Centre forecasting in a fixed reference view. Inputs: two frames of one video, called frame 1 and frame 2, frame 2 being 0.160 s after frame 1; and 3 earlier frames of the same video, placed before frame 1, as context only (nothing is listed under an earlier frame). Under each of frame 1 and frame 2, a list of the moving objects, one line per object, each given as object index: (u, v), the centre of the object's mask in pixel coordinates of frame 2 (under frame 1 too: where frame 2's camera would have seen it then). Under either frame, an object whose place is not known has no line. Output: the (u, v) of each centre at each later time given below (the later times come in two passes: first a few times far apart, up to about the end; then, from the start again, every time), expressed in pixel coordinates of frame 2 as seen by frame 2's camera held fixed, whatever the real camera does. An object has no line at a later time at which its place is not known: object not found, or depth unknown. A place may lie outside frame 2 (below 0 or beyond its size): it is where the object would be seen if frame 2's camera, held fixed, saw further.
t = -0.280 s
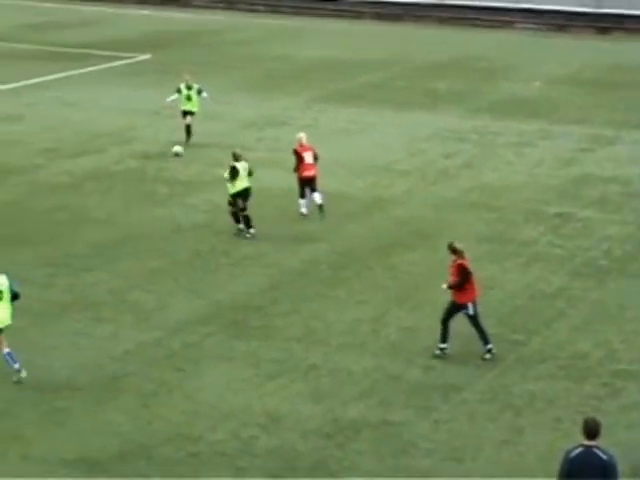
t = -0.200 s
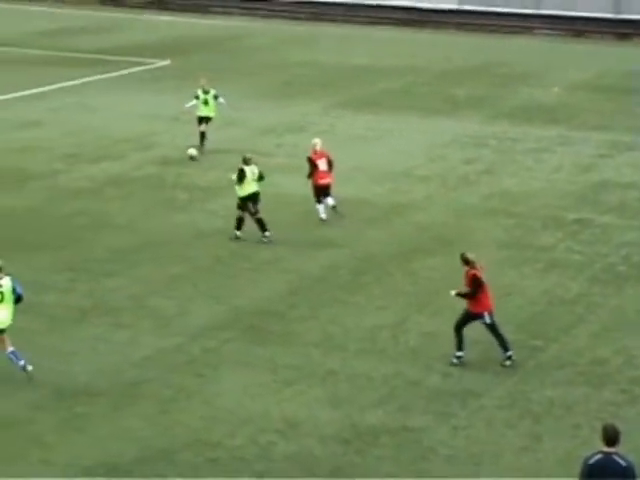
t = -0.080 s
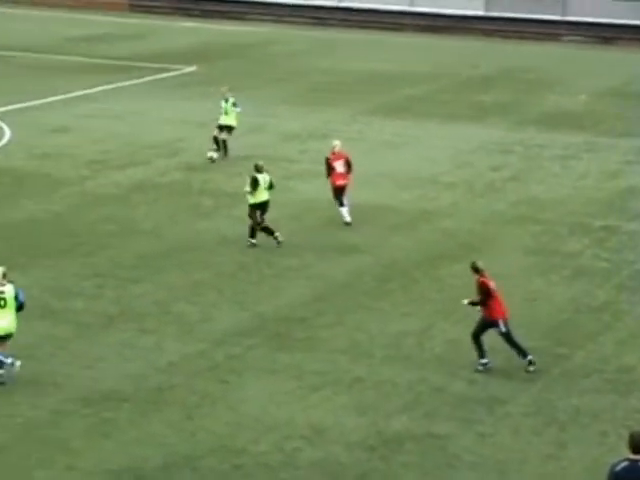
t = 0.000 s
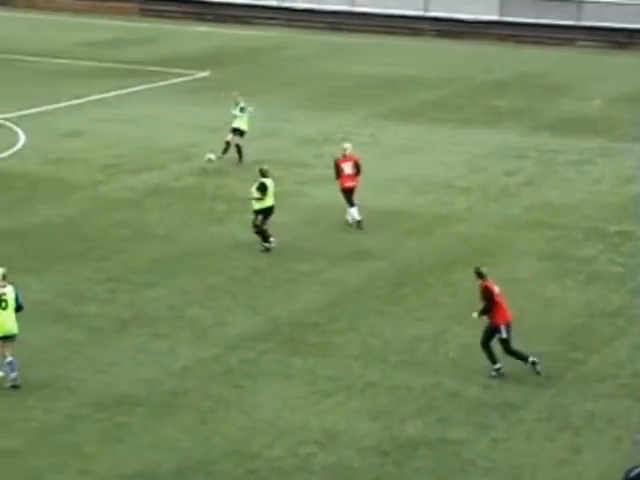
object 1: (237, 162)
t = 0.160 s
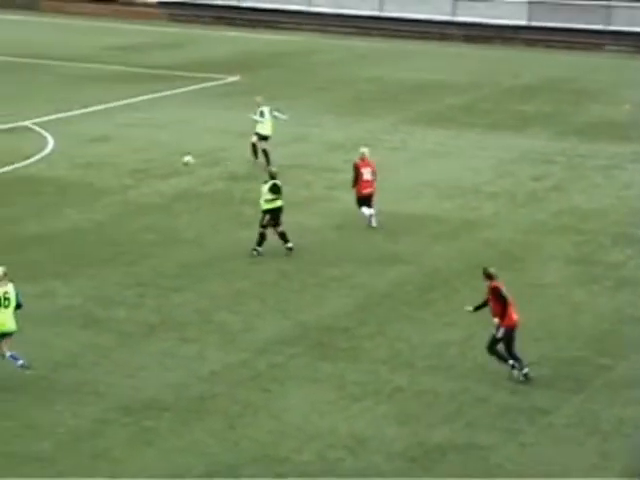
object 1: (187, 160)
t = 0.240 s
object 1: (163, 161)
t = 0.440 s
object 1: (98, 176)
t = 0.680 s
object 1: (13, 214)
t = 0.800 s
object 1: (-33, 242)
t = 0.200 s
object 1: (175, 160)
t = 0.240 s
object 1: (163, 161)
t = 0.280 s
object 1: (150, 163)
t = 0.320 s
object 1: (137, 166)
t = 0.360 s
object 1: (124, 169)
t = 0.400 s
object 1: (111, 172)
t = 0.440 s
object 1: (98, 176)
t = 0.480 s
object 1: (84, 181)
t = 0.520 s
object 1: (70, 187)
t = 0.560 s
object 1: (56, 193)
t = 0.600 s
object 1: (42, 199)
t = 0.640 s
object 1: (28, 207)
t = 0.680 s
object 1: (13, 214)
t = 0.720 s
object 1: (-2, 223)
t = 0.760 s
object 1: (-17, 232)
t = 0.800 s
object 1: (-33, 242)
